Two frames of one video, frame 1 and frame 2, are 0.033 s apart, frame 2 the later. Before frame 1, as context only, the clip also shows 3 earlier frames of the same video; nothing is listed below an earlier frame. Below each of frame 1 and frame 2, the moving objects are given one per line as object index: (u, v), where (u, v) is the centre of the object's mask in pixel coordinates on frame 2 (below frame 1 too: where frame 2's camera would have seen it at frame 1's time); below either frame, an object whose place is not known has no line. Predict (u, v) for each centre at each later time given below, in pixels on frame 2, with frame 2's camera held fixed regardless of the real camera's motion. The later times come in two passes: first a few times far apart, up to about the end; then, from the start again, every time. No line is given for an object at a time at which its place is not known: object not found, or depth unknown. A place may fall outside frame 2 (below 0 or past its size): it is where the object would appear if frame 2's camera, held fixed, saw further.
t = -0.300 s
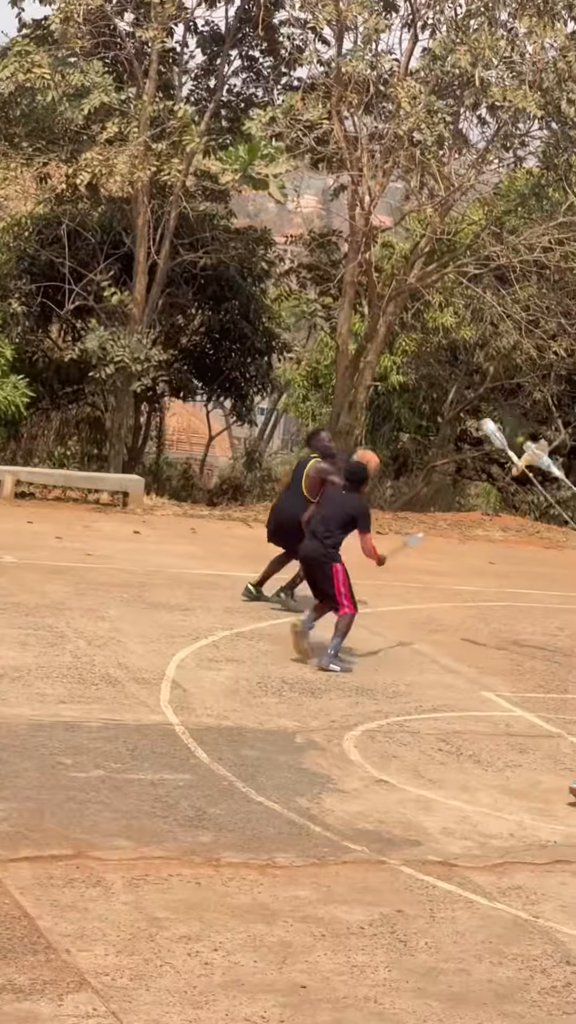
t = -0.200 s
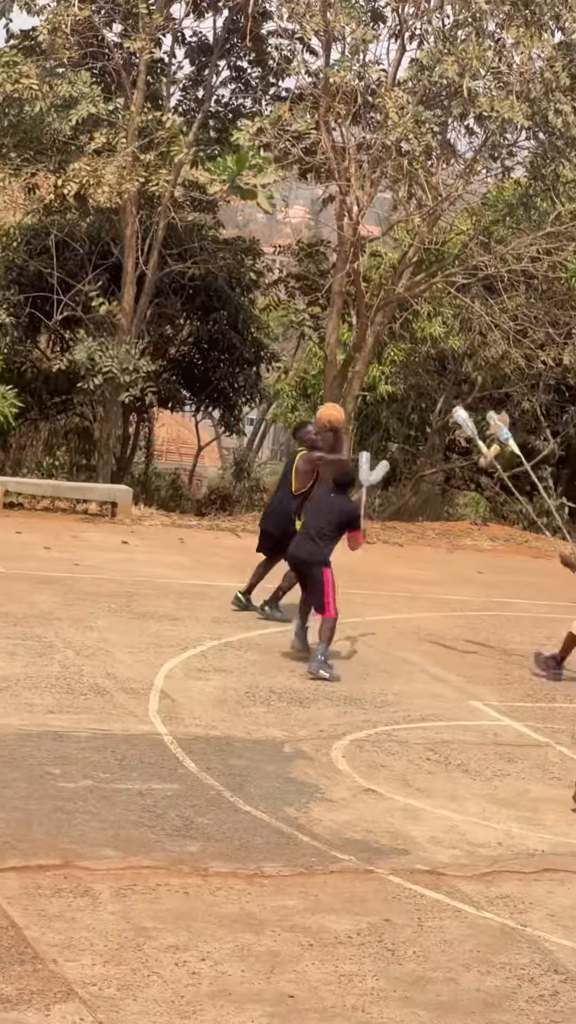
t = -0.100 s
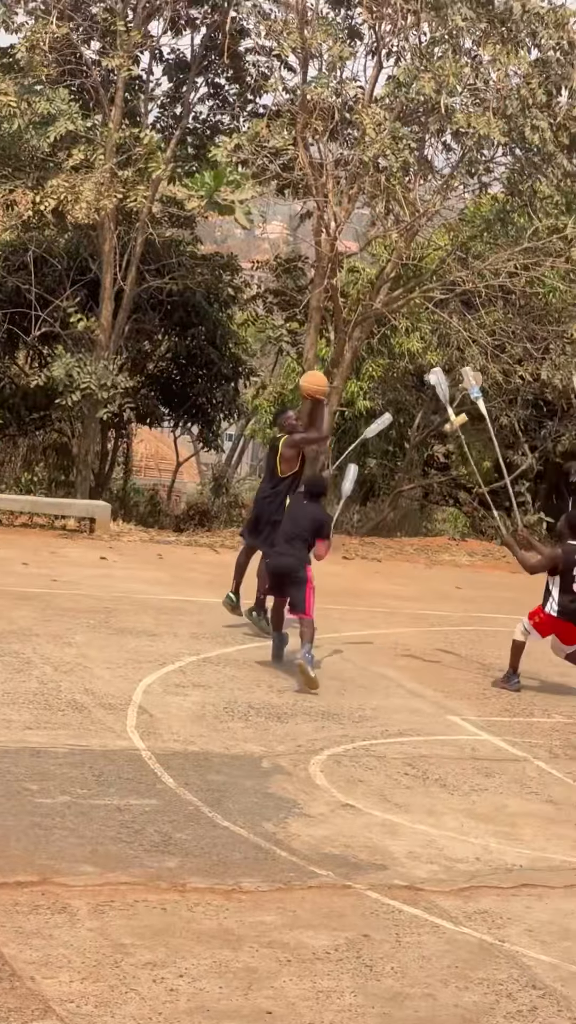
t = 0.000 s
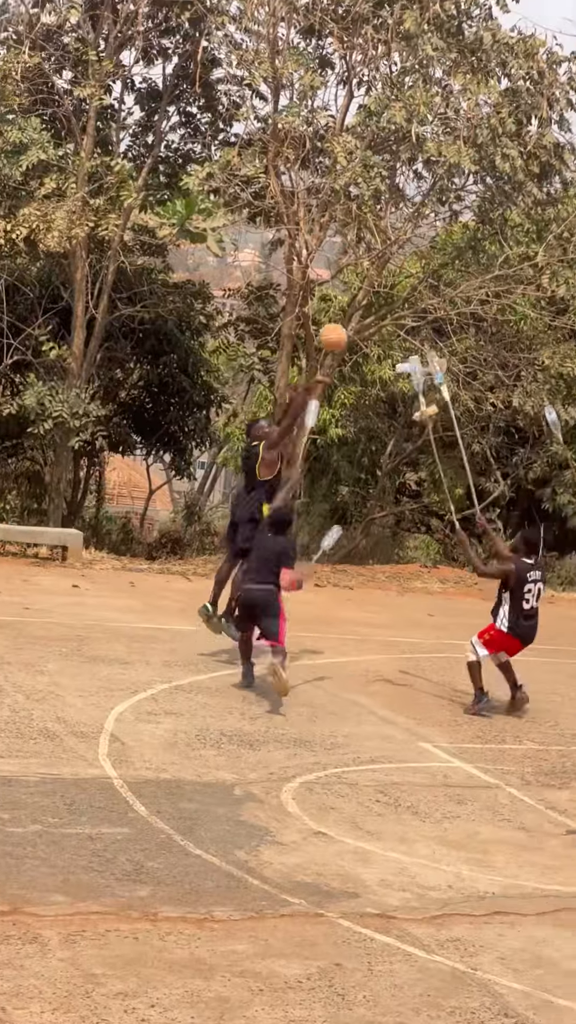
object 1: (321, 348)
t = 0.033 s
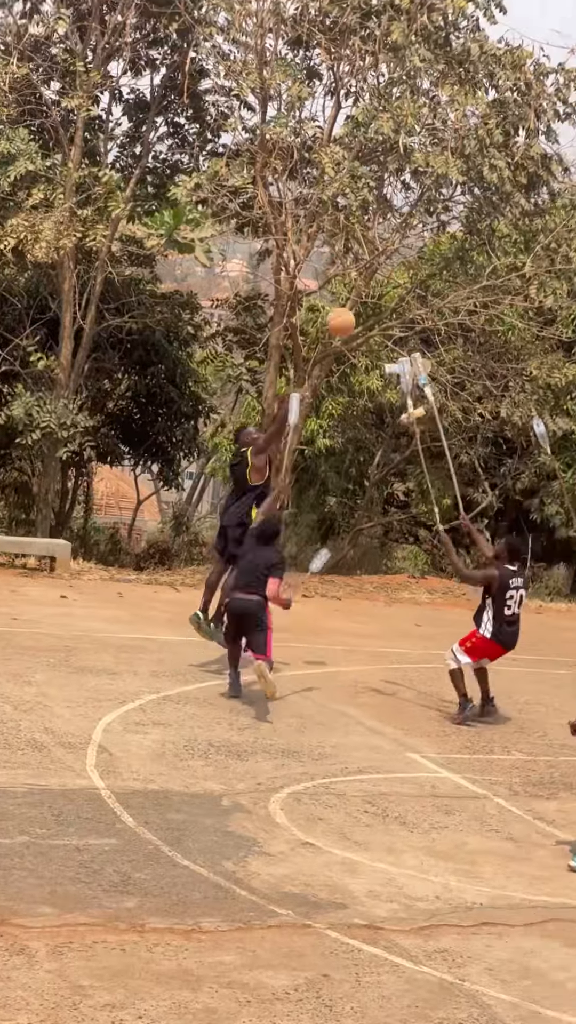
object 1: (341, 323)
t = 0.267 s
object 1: (483, 168)
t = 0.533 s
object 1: (644, 58)
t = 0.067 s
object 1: (361, 297)
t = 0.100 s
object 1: (381, 273)
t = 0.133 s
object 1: (400, 251)
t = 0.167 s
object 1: (422, 227)
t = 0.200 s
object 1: (442, 207)
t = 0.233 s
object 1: (462, 186)
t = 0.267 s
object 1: (483, 168)
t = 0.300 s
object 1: (503, 149)
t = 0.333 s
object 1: (522, 134)
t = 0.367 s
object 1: (543, 117)
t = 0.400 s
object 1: (563, 101)
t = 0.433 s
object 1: (584, 90)
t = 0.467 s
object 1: (604, 77)
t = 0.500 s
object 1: (625, 67)
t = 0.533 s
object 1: (644, 58)
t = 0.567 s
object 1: (664, 49)
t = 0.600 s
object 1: (684, 43)
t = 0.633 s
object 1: (704, 36)
